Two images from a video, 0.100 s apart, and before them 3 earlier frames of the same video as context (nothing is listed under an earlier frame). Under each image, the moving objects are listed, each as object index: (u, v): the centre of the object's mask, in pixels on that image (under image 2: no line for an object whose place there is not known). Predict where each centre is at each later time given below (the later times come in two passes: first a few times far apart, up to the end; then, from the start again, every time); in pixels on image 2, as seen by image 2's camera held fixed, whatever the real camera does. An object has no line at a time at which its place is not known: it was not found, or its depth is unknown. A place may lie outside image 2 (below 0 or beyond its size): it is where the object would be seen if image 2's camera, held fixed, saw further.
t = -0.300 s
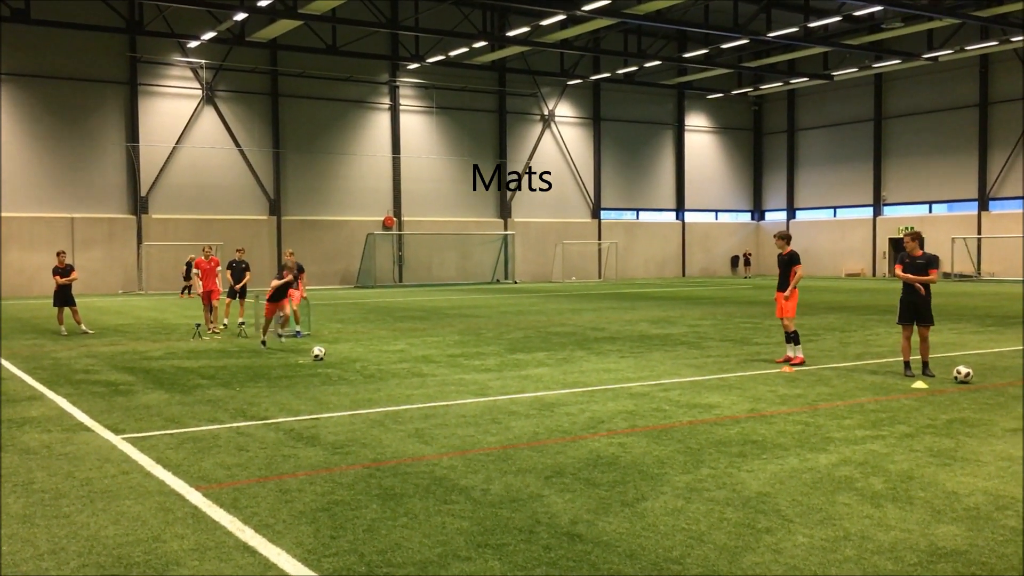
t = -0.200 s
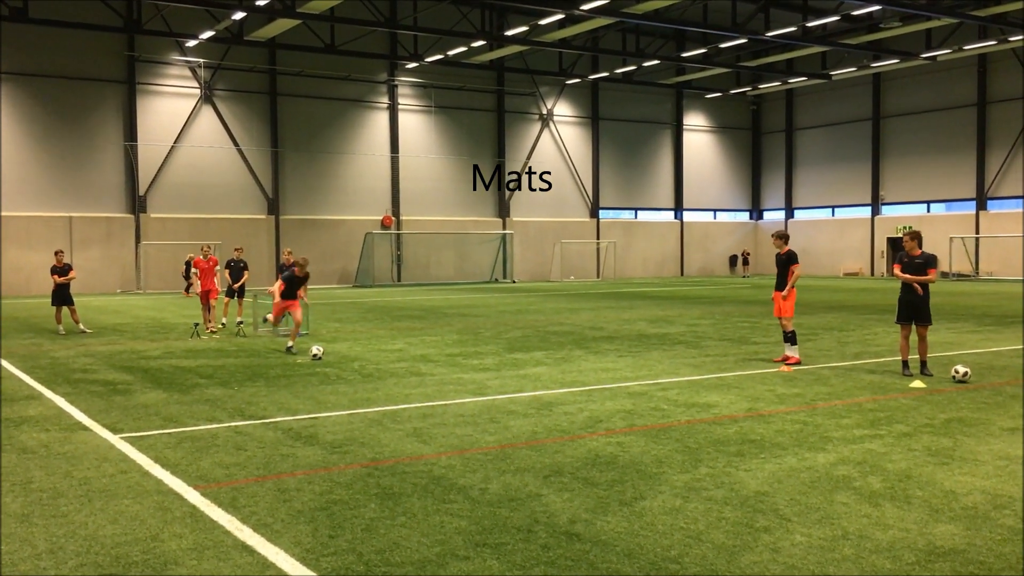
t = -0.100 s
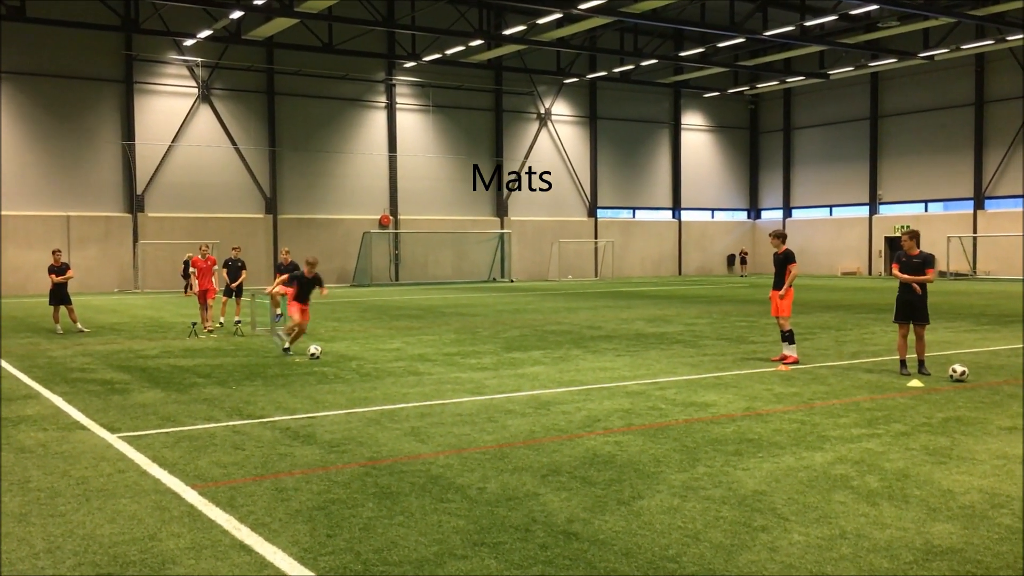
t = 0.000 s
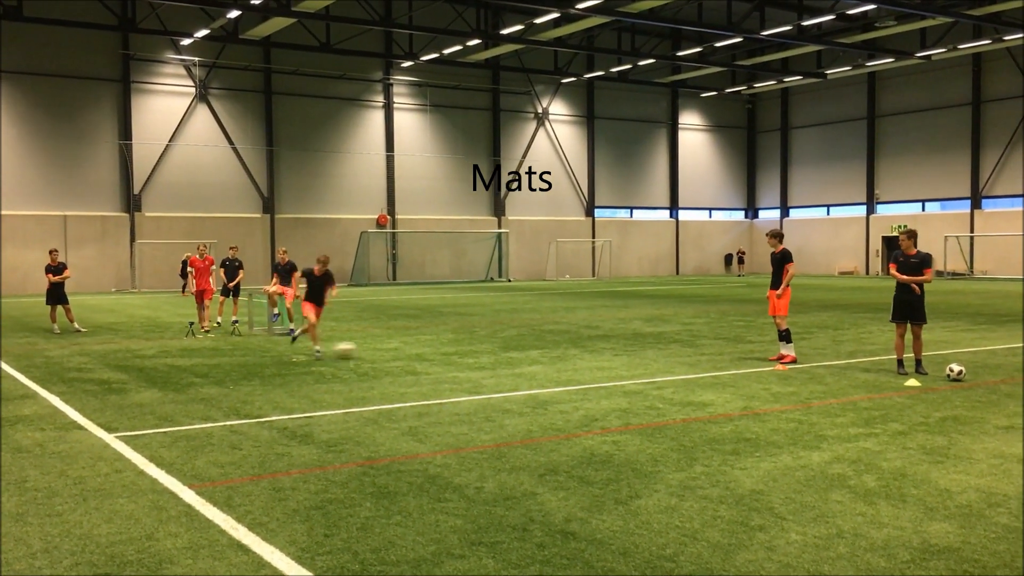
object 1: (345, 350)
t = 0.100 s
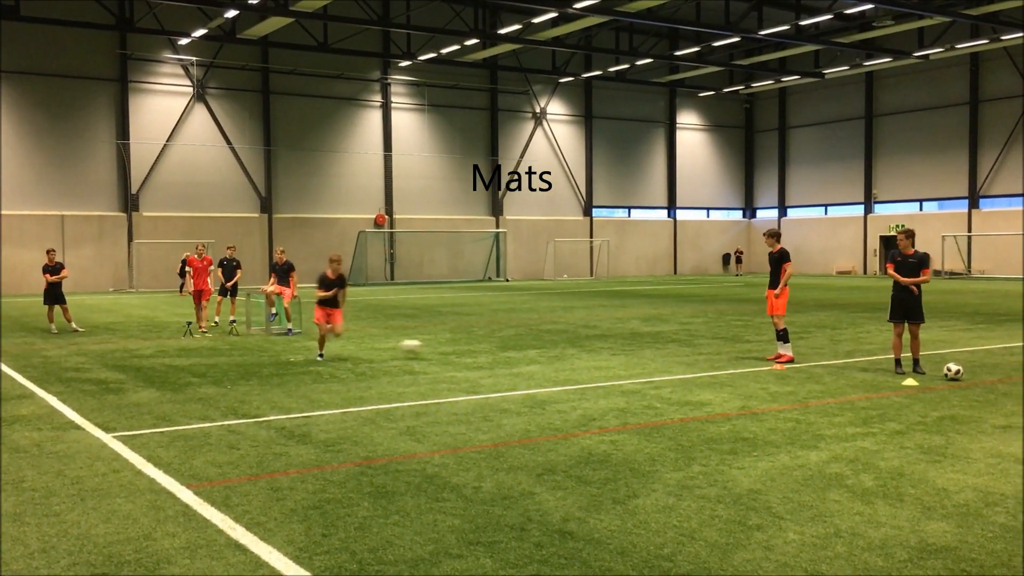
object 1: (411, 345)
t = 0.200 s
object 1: (479, 351)
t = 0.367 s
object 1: (576, 349)
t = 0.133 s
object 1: (434, 346)
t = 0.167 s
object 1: (456, 348)
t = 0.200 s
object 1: (479, 351)
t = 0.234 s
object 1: (500, 351)
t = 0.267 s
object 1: (519, 350)
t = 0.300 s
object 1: (538, 348)
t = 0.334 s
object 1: (557, 349)
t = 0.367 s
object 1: (576, 349)
